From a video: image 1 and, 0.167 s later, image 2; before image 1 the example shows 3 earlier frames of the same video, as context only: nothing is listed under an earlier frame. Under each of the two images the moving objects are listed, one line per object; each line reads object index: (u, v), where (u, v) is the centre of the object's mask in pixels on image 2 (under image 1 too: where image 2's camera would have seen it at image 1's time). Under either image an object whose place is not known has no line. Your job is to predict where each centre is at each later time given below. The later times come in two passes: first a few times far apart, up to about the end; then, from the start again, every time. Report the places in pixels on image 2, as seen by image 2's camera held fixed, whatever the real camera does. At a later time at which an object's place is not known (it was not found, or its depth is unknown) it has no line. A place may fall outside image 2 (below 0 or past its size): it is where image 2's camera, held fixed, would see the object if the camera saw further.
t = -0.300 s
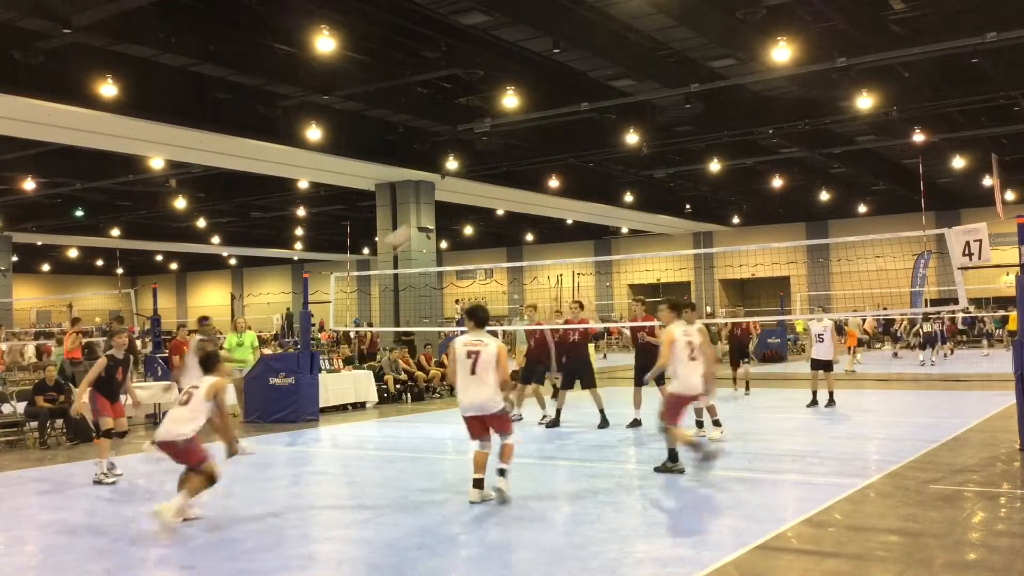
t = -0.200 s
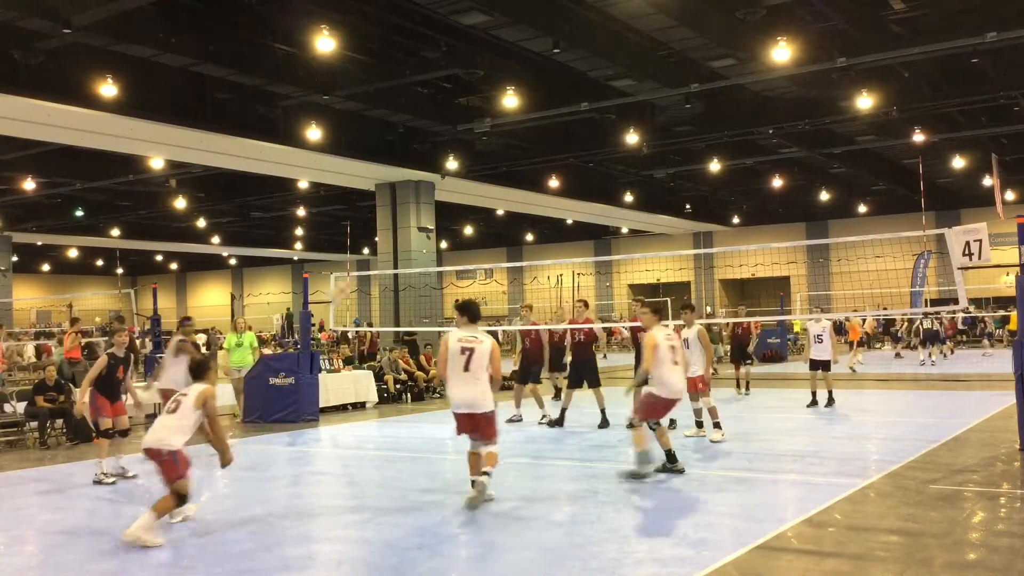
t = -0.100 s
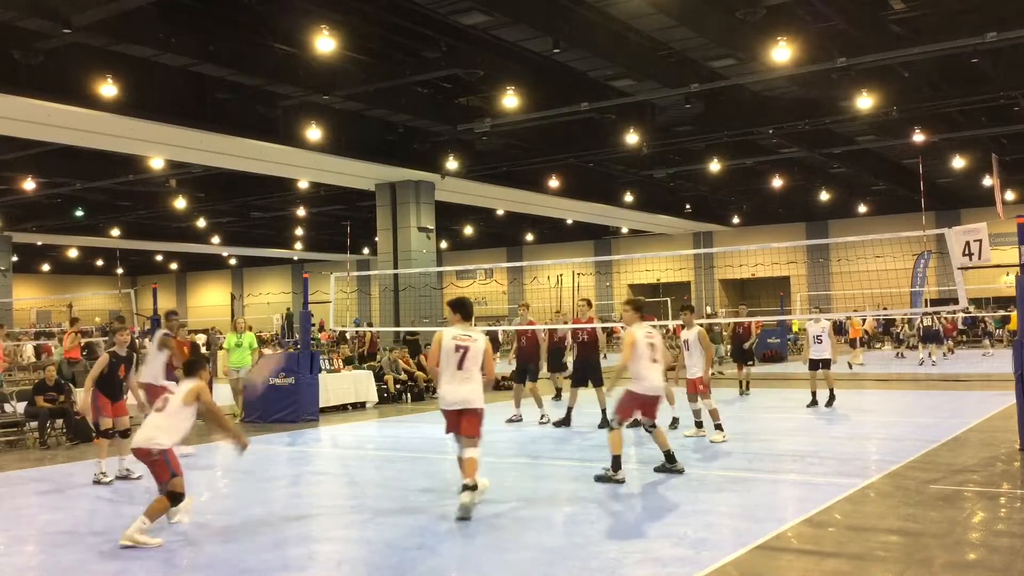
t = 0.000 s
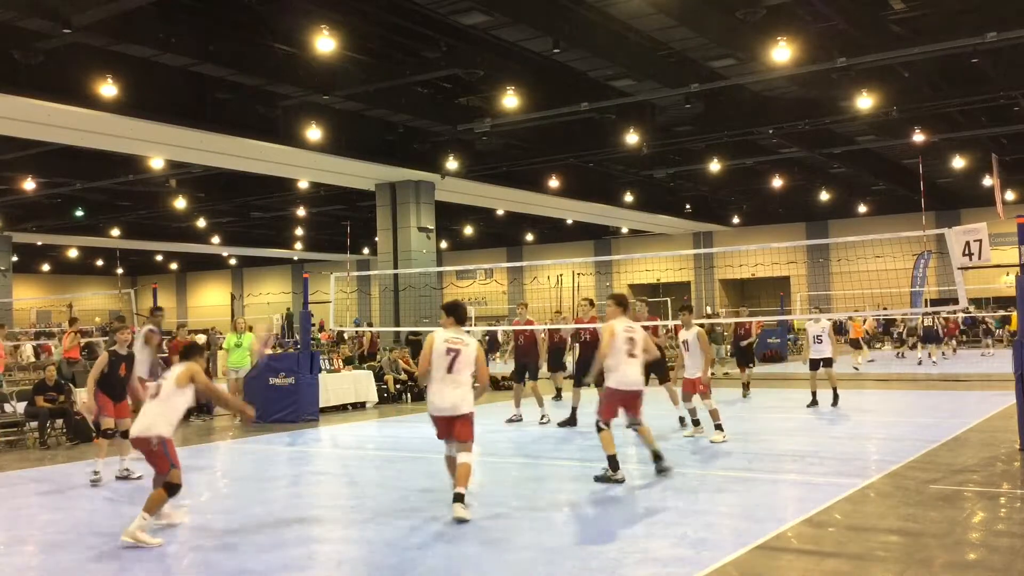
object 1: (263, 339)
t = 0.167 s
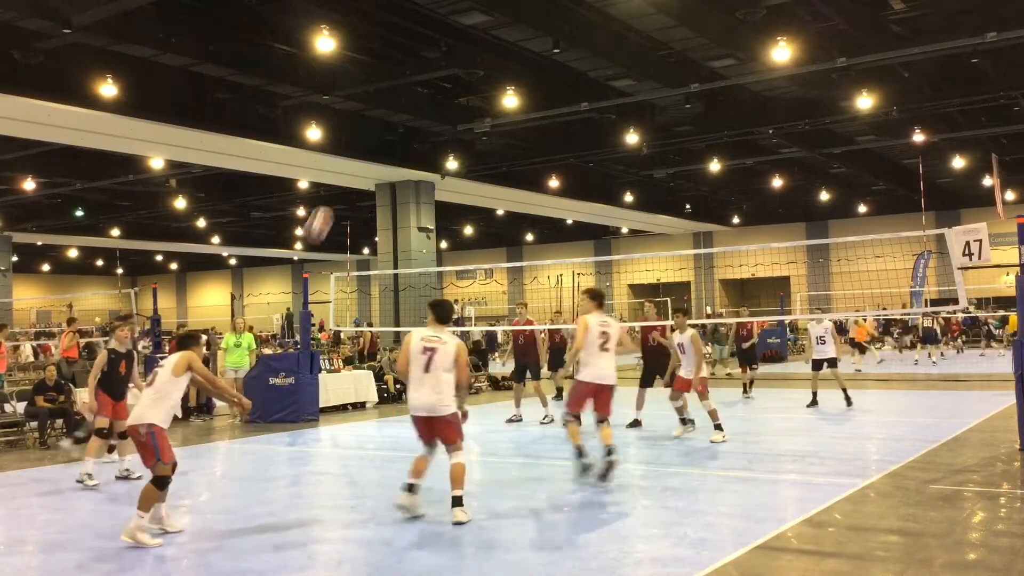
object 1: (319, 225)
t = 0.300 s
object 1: (356, 162)
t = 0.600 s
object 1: (422, 114)
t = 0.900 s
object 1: (476, 147)
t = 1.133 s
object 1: (512, 214)
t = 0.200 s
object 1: (328, 207)
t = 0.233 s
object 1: (338, 192)
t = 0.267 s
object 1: (347, 178)
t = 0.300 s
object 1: (356, 162)
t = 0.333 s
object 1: (365, 152)
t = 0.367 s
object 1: (372, 145)
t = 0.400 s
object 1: (380, 137)
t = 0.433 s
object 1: (388, 130)
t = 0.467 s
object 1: (395, 124)
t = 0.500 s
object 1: (402, 120)
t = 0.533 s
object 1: (409, 117)
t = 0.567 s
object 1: (415, 115)
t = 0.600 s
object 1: (422, 114)
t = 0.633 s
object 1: (429, 114)
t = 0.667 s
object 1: (435, 115)
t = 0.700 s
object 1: (441, 117)
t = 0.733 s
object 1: (447, 120)
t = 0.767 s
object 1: (453, 123)
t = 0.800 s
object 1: (459, 128)
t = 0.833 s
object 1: (465, 133)
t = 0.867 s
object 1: (470, 140)
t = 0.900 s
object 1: (476, 147)
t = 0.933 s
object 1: (482, 155)
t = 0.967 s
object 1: (487, 163)
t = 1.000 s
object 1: (492, 171)
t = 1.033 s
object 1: (497, 179)
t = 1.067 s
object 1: (502, 190)
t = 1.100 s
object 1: (507, 202)
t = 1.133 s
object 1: (512, 214)
